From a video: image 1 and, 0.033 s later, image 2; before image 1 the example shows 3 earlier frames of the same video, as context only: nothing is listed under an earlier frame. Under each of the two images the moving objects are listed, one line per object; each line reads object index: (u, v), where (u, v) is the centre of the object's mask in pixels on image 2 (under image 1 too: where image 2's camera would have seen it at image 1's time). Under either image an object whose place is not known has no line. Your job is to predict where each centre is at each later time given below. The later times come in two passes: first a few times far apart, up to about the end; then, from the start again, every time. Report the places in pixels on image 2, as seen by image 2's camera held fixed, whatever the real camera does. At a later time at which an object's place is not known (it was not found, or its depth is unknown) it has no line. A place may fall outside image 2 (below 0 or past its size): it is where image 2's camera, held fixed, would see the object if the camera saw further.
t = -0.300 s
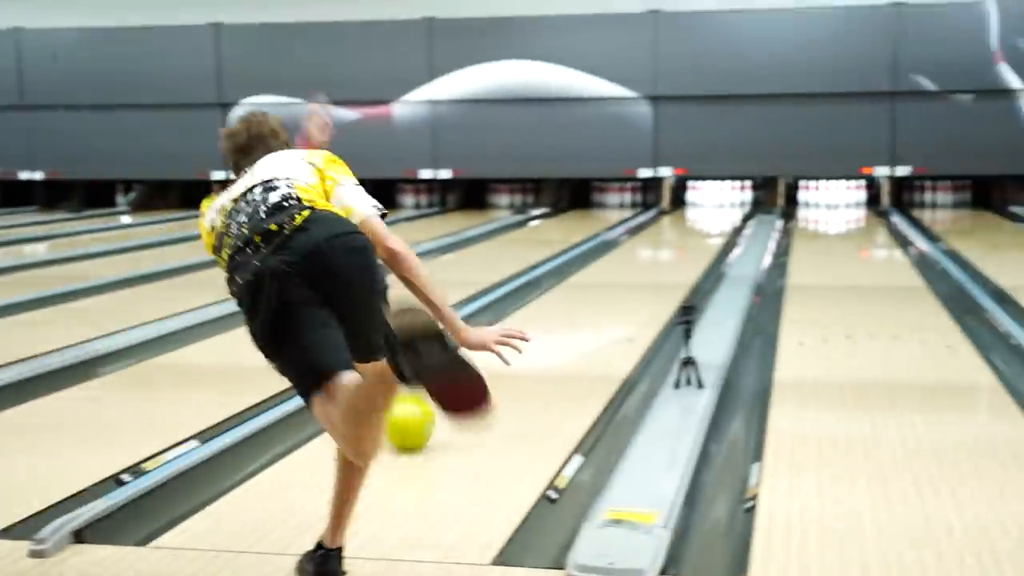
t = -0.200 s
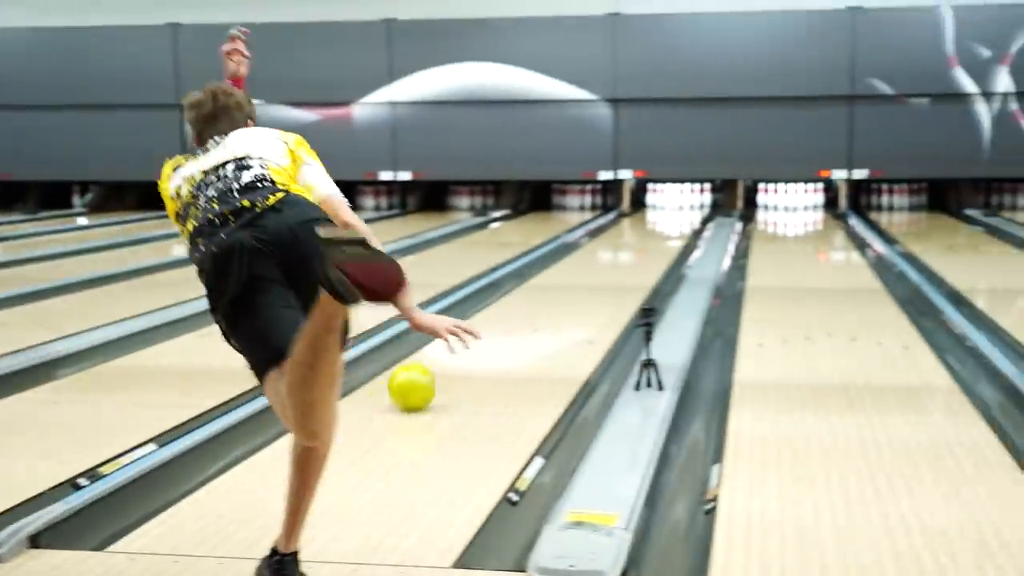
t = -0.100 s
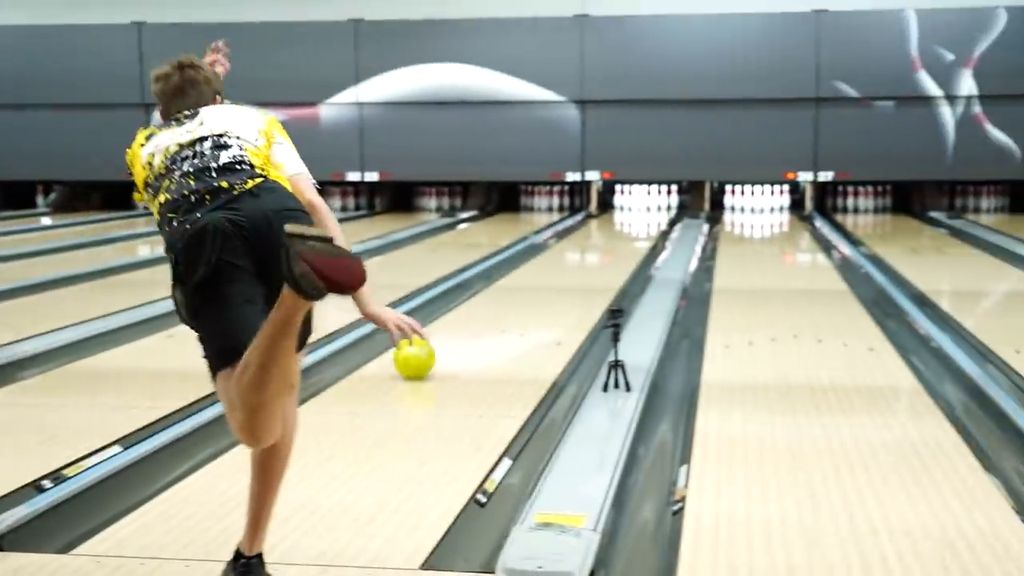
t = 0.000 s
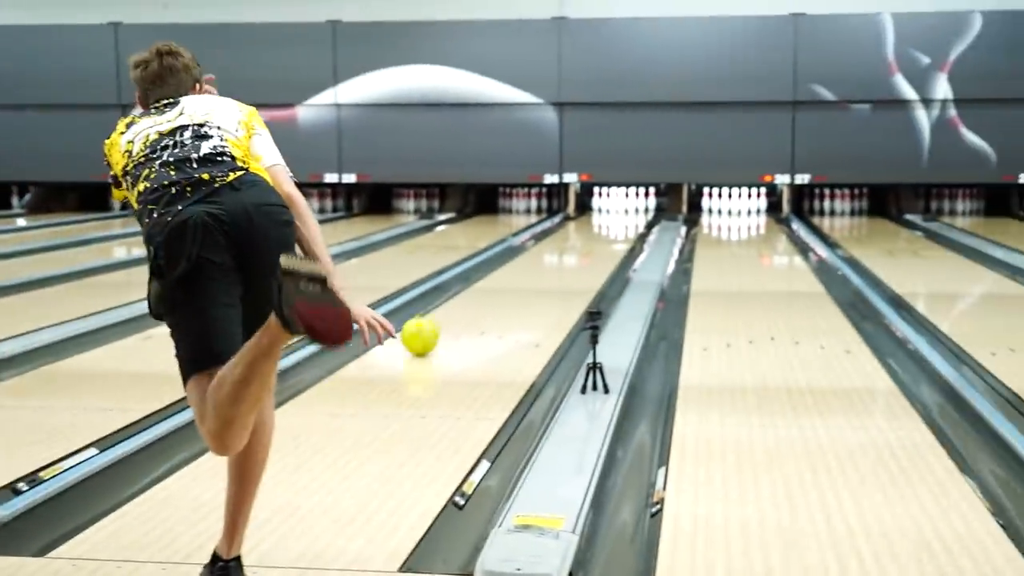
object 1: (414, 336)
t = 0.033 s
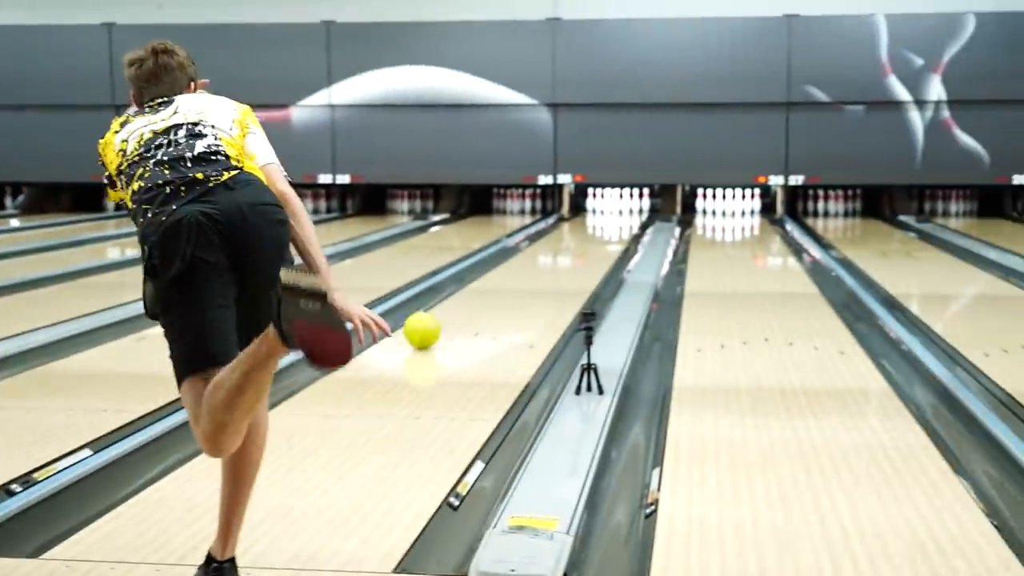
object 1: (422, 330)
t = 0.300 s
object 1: (472, 289)
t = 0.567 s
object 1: (506, 262)
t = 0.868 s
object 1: (537, 242)
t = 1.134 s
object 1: (559, 230)
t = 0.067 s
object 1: (430, 324)
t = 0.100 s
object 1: (437, 318)
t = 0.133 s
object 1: (443, 312)
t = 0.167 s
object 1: (450, 307)
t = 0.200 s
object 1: (455, 302)
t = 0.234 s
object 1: (461, 298)
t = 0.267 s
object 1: (467, 293)
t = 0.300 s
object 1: (472, 289)
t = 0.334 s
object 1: (477, 285)
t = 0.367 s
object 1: (482, 281)
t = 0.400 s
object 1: (486, 278)
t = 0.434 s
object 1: (491, 274)
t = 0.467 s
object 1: (495, 271)
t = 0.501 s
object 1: (499, 268)
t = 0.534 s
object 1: (502, 265)
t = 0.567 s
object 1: (506, 262)
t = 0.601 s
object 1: (510, 259)
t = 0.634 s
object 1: (514, 257)
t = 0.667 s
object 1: (517, 254)
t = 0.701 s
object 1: (521, 252)
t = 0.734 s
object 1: (523, 250)
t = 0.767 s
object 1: (527, 248)
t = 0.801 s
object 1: (530, 246)
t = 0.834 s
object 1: (533, 244)
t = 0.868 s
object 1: (537, 242)
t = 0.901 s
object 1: (540, 240)
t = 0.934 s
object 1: (543, 239)
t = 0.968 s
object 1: (545, 237)
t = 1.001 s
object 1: (548, 236)
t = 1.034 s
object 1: (551, 234)
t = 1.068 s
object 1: (554, 233)
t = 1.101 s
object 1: (556, 231)
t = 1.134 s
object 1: (559, 230)
